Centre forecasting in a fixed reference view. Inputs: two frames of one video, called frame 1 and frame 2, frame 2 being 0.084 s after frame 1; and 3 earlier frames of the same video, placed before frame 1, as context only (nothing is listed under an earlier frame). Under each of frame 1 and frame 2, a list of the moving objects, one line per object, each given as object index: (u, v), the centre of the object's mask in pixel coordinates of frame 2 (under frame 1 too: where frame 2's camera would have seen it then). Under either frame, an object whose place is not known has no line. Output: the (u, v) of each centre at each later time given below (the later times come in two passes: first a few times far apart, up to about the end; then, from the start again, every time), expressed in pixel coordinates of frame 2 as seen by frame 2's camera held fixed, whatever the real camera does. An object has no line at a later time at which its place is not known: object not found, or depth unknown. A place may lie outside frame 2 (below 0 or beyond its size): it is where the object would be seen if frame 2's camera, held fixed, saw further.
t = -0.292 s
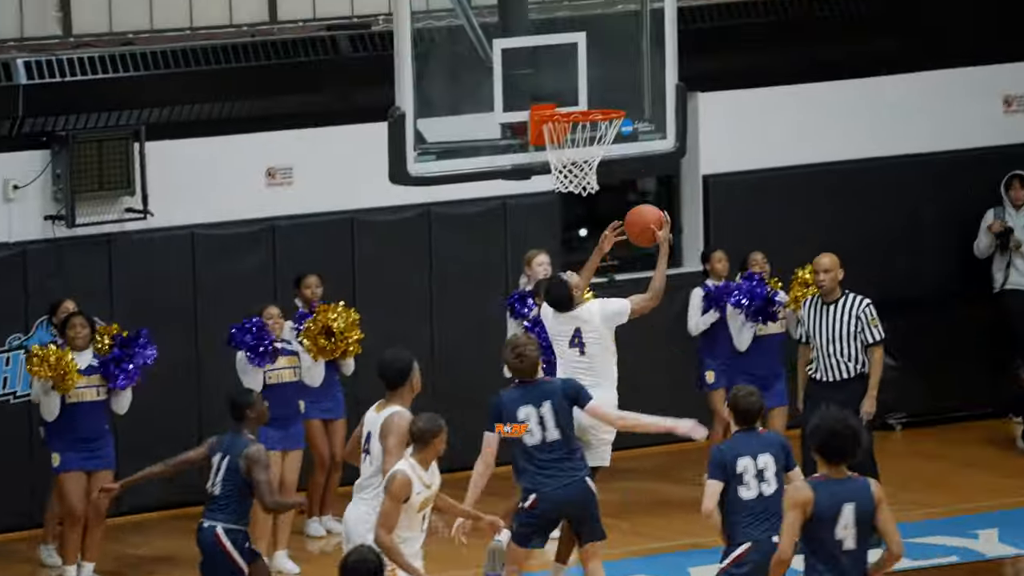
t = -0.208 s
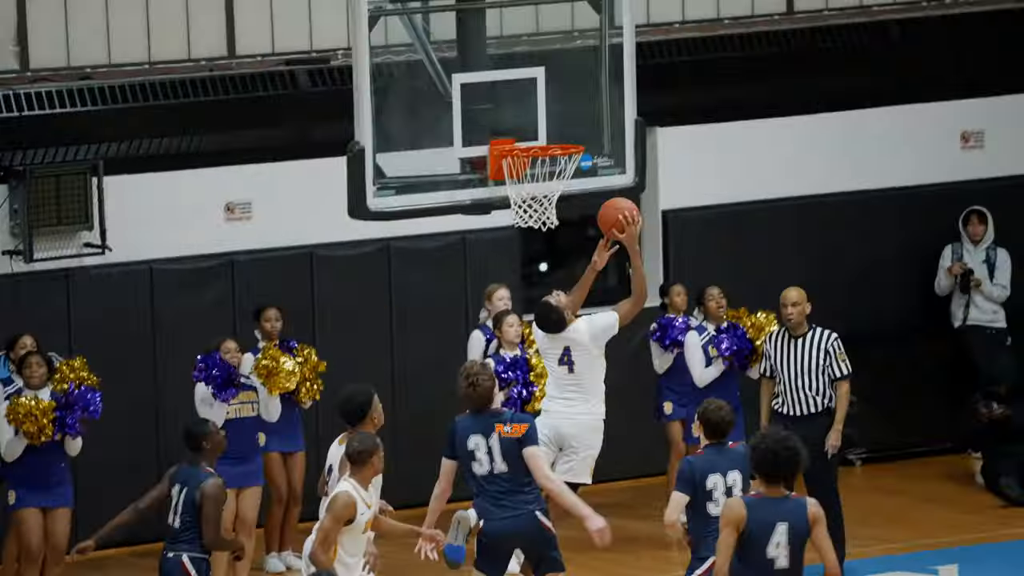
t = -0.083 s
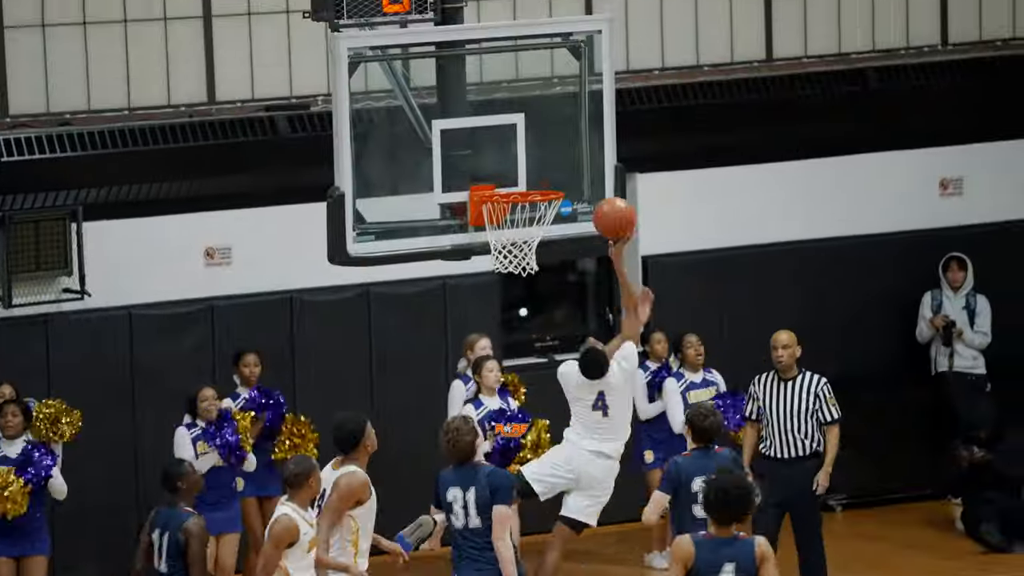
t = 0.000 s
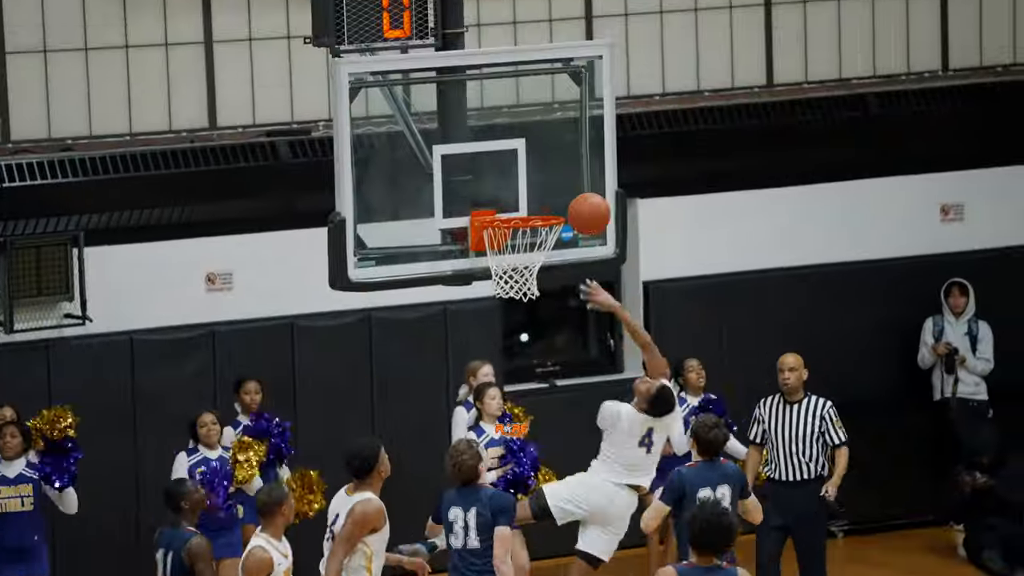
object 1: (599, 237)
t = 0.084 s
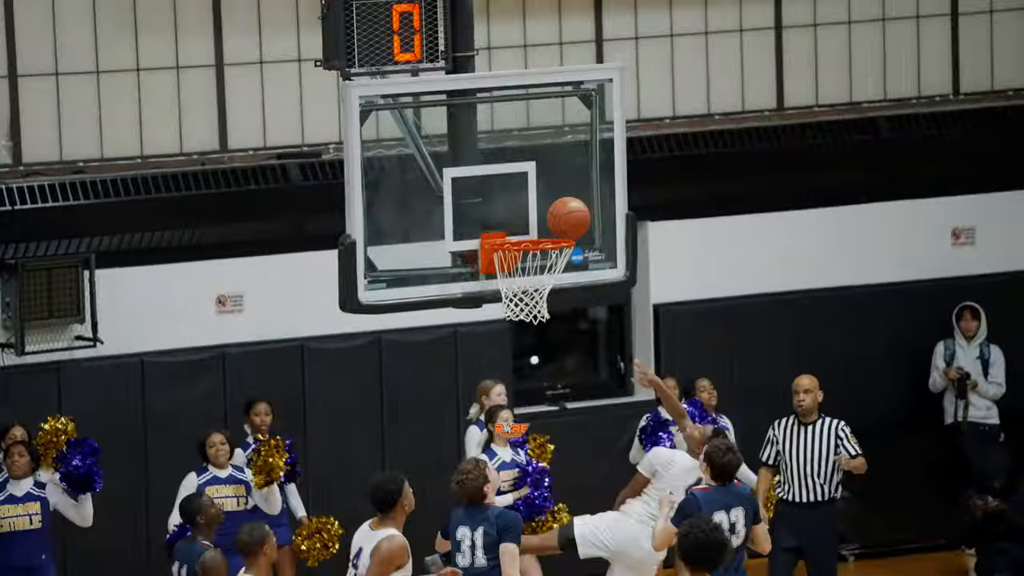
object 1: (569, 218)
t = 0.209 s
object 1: (523, 212)
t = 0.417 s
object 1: (537, 209)
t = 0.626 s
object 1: (543, 232)
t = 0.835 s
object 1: (531, 281)
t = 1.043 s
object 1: (522, 312)
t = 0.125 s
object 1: (554, 214)
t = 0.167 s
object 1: (538, 211)
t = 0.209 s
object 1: (523, 212)
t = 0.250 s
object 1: (517, 218)
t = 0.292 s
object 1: (521, 212)
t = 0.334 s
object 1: (527, 208)
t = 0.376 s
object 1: (532, 207)
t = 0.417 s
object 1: (537, 209)
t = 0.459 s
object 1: (543, 214)
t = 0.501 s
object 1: (548, 222)
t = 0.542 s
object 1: (551, 227)
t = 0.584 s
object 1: (547, 229)
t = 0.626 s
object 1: (543, 232)
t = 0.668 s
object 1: (539, 237)
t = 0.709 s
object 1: (538, 261)
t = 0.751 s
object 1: (534, 271)
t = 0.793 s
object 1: (532, 276)
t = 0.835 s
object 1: (531, 281)
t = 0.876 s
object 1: (528, 283)
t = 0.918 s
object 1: (528, 286)
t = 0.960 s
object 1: (524, 296)
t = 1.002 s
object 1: (523, 303)
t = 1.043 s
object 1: (522, 312)
